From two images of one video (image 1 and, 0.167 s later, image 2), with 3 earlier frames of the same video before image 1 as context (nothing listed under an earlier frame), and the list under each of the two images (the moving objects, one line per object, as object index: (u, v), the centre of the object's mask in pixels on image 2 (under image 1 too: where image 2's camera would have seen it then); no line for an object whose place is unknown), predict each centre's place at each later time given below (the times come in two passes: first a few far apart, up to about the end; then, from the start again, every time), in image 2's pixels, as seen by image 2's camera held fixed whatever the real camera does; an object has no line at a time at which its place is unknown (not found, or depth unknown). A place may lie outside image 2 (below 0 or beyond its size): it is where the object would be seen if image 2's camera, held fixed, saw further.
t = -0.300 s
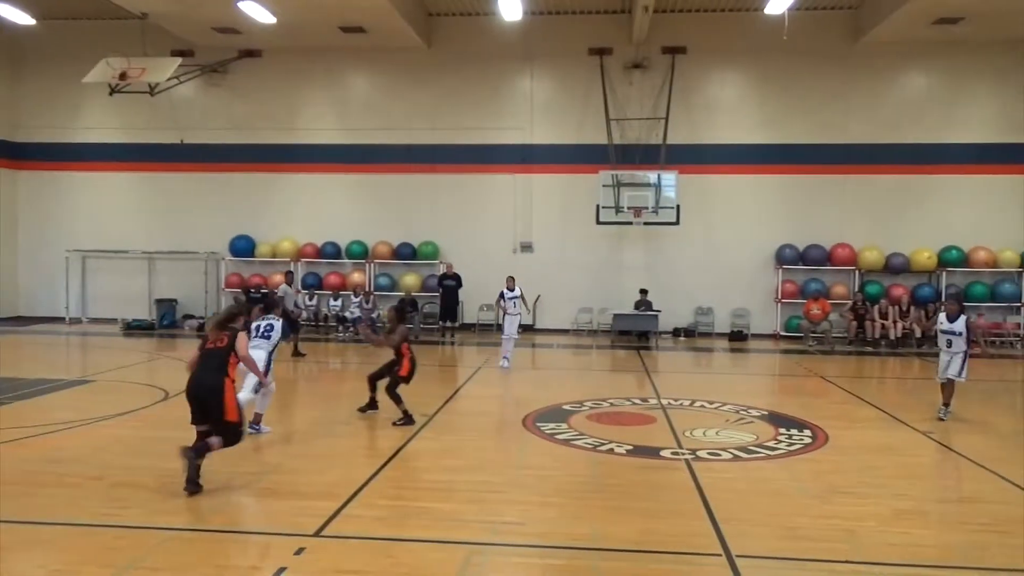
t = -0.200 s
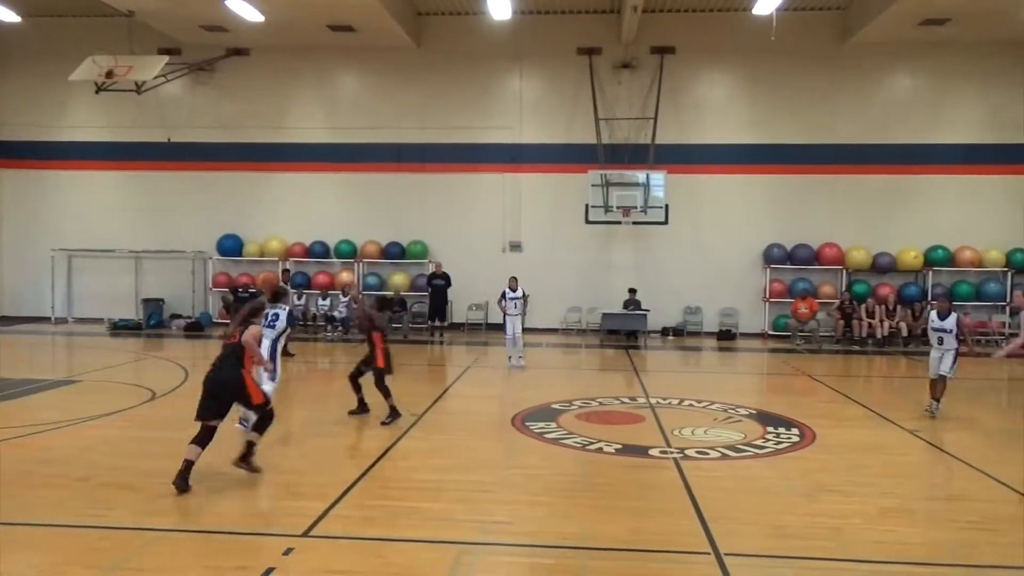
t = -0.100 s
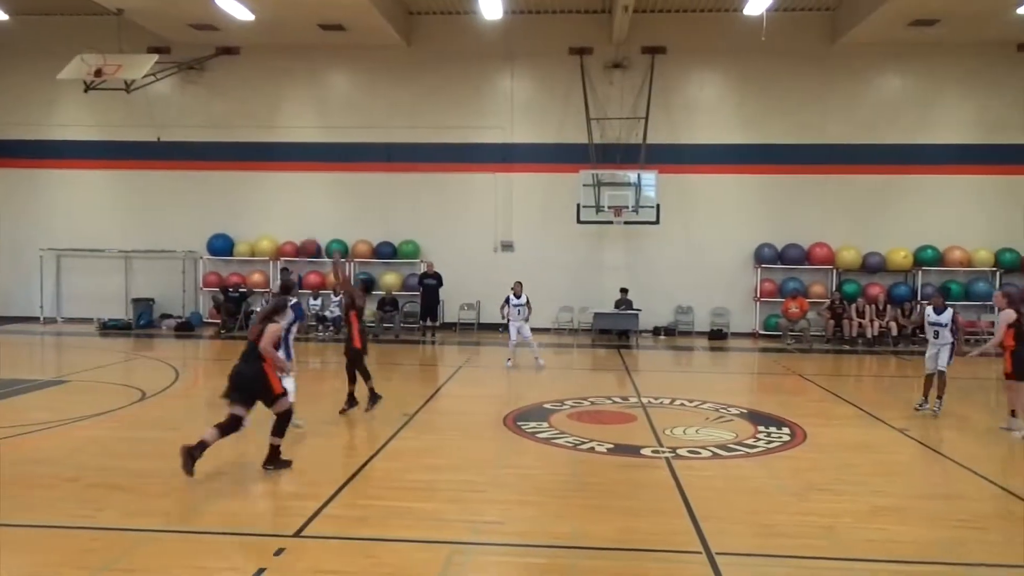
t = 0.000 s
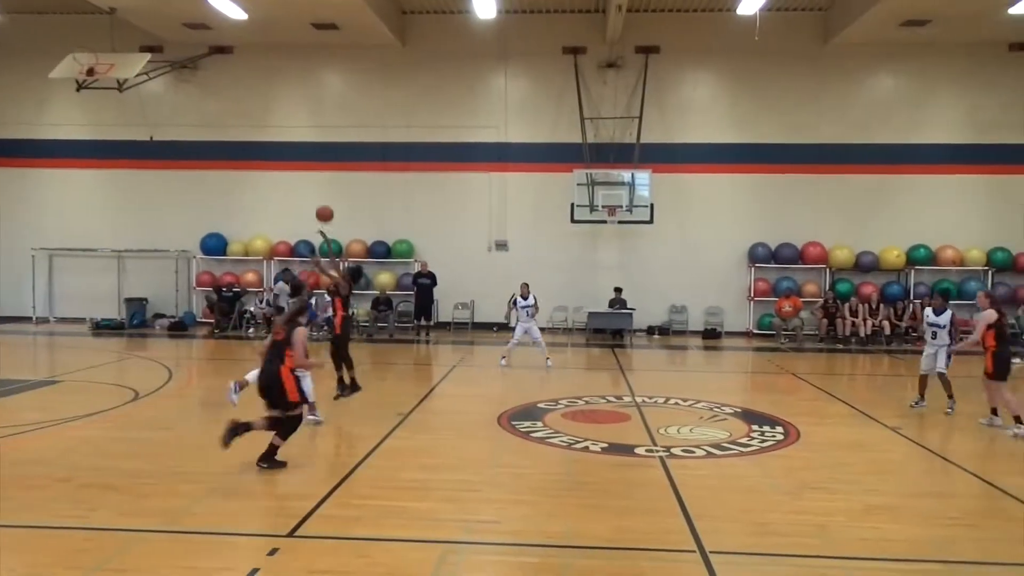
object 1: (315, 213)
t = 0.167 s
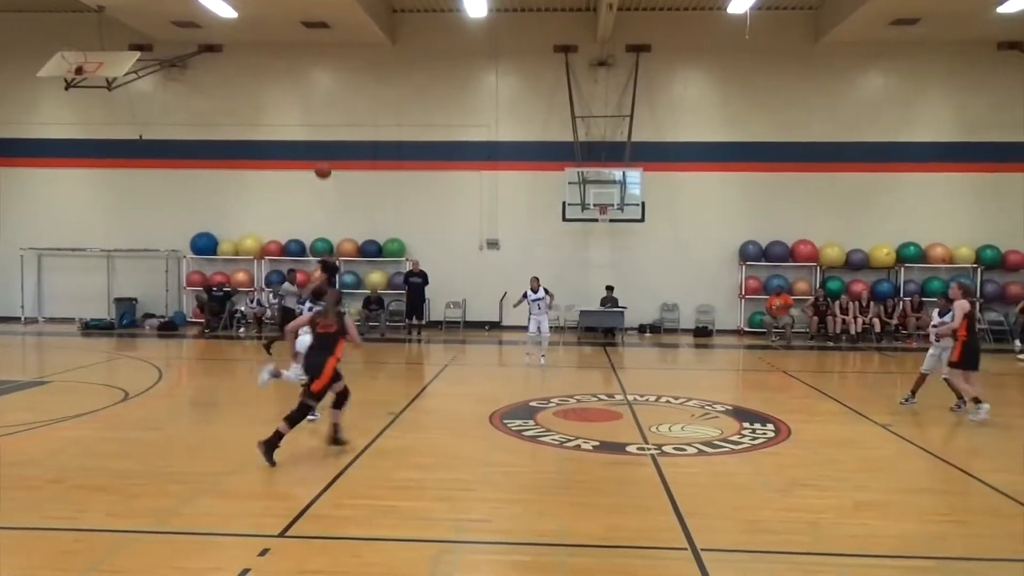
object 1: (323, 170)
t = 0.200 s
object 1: (325, 164)
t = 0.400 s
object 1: (332, 152)
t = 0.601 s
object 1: (341, 161)
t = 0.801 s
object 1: (349, 195)
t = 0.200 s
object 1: (325, 164)
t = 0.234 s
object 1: (326, 160)
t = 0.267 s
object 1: (328, 156)
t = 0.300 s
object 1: (328, 153)
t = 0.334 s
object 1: (329, 152)
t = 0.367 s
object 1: (331, 151)
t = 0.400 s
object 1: (332, 152)
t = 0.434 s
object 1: (334, 152)
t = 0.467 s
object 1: (336, 152)
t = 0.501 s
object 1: (337, 152)
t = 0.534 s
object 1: (339, 154)
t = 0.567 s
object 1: (340, 157)
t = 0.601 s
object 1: (341, 161)
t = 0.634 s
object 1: (343, 165)
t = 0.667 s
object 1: (344, 172)
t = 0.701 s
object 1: (345, 176)
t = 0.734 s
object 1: (346, 182)
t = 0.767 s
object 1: (347, 188)
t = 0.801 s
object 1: (349, 195)
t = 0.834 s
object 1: (350, 202)
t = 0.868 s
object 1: (351, 210)
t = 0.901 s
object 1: (352, 219)
